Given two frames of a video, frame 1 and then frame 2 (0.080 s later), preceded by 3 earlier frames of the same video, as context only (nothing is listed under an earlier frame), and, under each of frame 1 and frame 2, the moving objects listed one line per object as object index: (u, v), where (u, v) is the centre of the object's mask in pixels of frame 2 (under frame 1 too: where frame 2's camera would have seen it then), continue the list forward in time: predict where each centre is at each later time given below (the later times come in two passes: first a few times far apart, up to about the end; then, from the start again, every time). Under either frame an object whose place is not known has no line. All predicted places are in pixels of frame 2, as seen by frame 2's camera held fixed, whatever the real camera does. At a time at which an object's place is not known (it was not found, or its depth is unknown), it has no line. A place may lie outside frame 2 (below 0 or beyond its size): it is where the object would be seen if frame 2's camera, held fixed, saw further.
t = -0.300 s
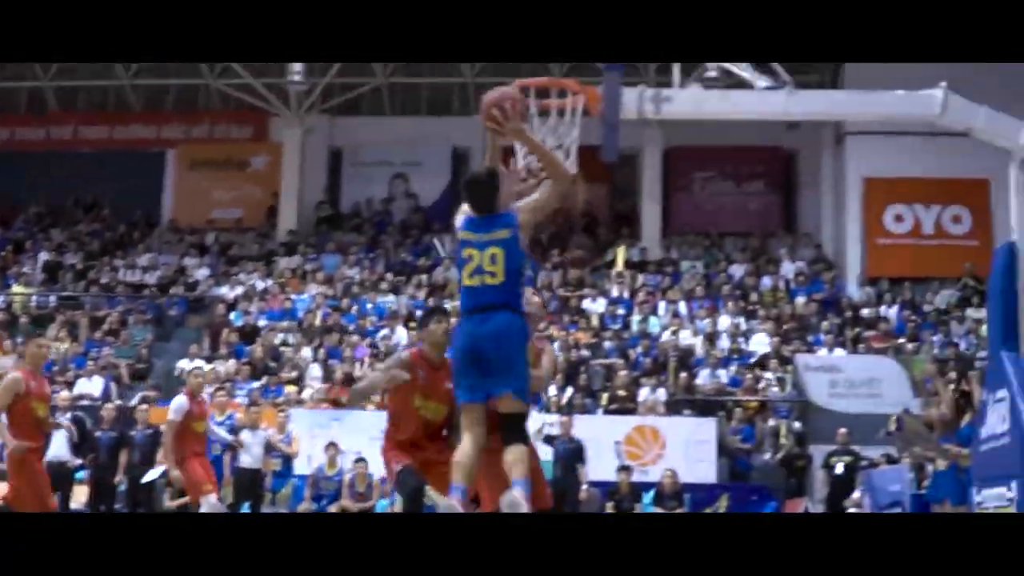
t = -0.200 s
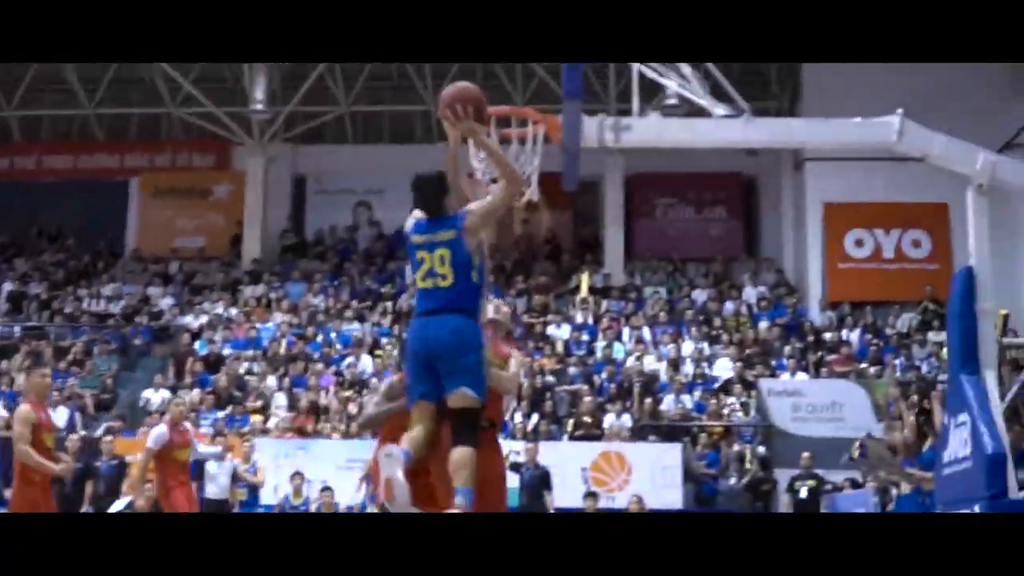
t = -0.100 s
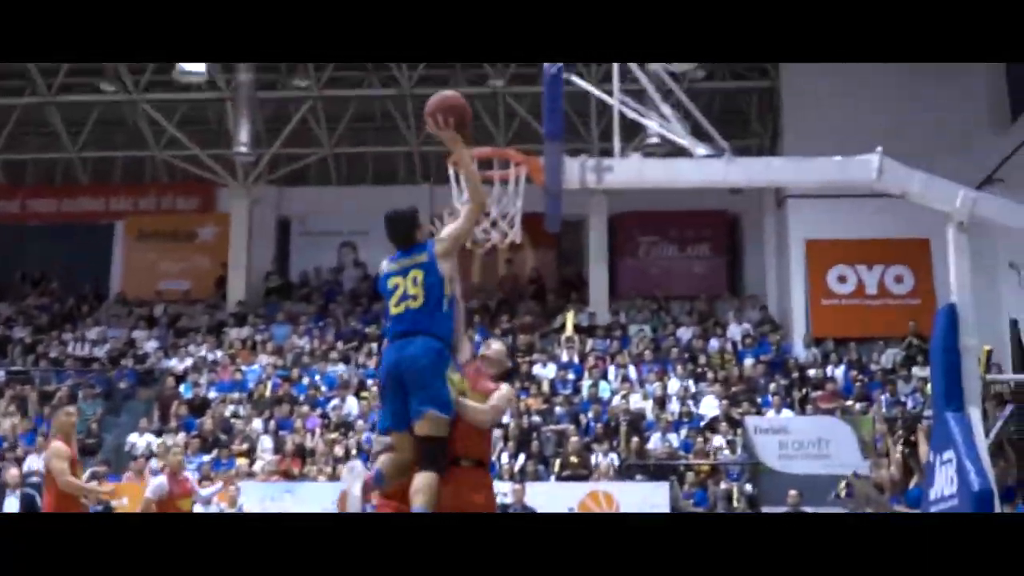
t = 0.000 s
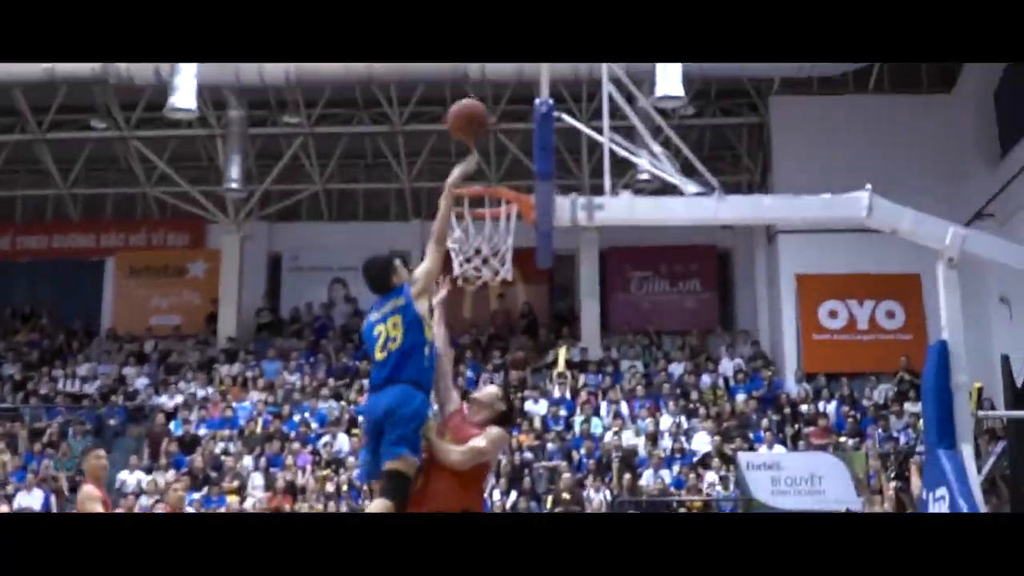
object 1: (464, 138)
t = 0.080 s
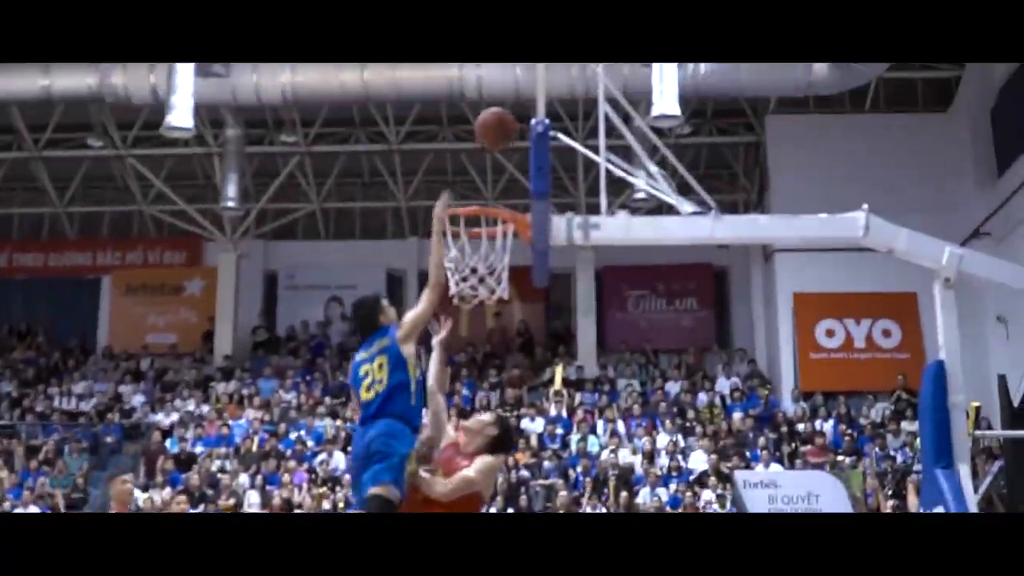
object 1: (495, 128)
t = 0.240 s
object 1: (492, 141)
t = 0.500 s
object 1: (456, 197)
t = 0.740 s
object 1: (480, 202)
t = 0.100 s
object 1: (503, 127)
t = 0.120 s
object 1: (510, 127)
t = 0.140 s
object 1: (514, 127)
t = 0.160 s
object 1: (511, 129)
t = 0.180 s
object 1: (508, 131)
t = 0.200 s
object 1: (503, 133)
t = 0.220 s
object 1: (497, 137)
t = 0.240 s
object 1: (492, 141)
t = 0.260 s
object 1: (487, 146)
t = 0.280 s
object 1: (483, 152)
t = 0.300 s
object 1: (479, 157)
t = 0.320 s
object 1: (474, 164)
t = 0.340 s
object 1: (469, 172)
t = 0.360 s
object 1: (464, 178)
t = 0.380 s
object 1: (461, 187)
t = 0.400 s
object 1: (456, 194)
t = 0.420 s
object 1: (455, 195)
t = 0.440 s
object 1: (455, 196)
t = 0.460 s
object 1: (455, 195)
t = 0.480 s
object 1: (456, 196)
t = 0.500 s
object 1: (456, 197)
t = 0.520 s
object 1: (456, 199)
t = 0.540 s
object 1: (456, 200)
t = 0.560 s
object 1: (456, 201)
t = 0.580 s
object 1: (459, 201)
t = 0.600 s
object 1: (462, 200)
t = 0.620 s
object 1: (465, 200)
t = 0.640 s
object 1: (468, 200)
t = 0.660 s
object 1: (471, 200)
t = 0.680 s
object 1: (474, 201)
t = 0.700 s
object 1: (476, 202)
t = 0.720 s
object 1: (479, 202)
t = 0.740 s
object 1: (480, 202)
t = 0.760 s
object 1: (482, 202)
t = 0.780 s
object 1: (483, 202)
